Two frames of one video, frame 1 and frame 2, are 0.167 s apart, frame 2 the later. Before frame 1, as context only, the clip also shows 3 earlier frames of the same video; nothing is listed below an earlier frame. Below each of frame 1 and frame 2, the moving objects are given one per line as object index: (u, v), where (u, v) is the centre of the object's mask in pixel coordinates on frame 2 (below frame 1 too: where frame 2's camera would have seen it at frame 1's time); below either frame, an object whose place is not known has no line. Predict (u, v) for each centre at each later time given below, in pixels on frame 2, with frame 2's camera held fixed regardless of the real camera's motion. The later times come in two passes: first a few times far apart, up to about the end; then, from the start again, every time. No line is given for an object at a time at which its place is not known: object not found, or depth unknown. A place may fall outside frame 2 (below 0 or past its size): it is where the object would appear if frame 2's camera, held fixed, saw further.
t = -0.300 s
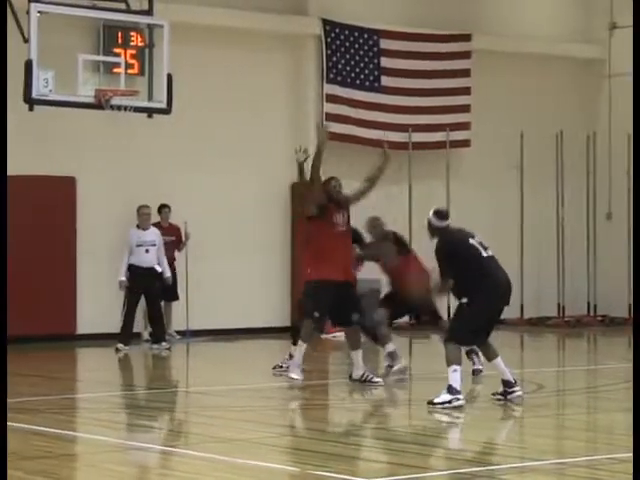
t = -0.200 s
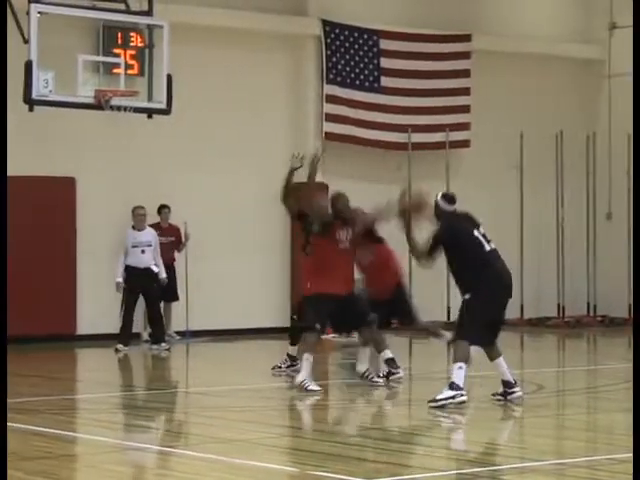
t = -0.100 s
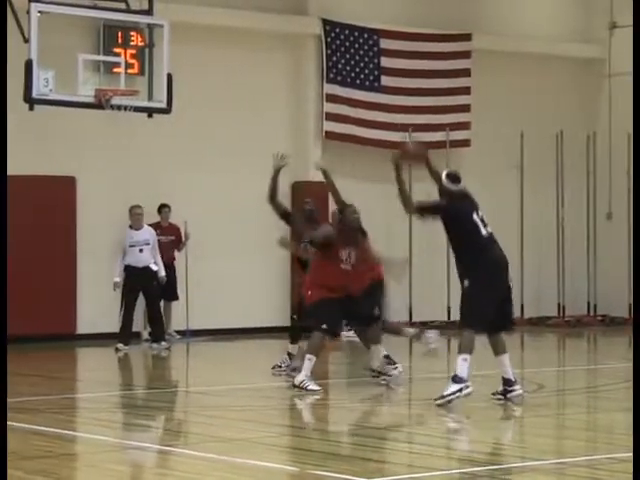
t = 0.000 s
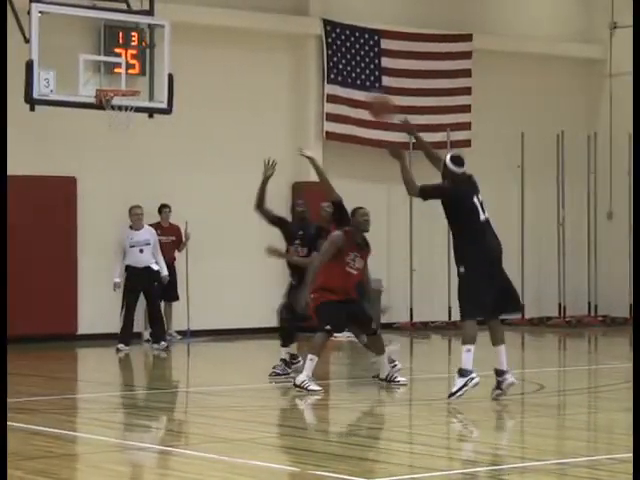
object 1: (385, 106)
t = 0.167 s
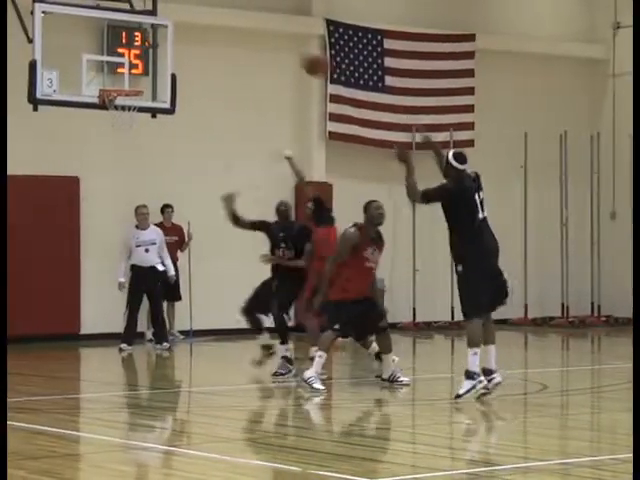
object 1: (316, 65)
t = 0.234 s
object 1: (292, 58)
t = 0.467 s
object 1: (210, 67)
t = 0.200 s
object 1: (303, 61)
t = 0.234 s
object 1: (292, 58)
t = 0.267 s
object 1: (279, 55)
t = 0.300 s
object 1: (268, 54)
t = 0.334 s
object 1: (255, 54)
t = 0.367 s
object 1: (243, 56)
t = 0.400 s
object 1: (232, 59)
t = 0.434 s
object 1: (221, 62)
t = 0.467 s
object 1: (210, 67)
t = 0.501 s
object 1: (200, 72)
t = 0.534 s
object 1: (189, 78)
